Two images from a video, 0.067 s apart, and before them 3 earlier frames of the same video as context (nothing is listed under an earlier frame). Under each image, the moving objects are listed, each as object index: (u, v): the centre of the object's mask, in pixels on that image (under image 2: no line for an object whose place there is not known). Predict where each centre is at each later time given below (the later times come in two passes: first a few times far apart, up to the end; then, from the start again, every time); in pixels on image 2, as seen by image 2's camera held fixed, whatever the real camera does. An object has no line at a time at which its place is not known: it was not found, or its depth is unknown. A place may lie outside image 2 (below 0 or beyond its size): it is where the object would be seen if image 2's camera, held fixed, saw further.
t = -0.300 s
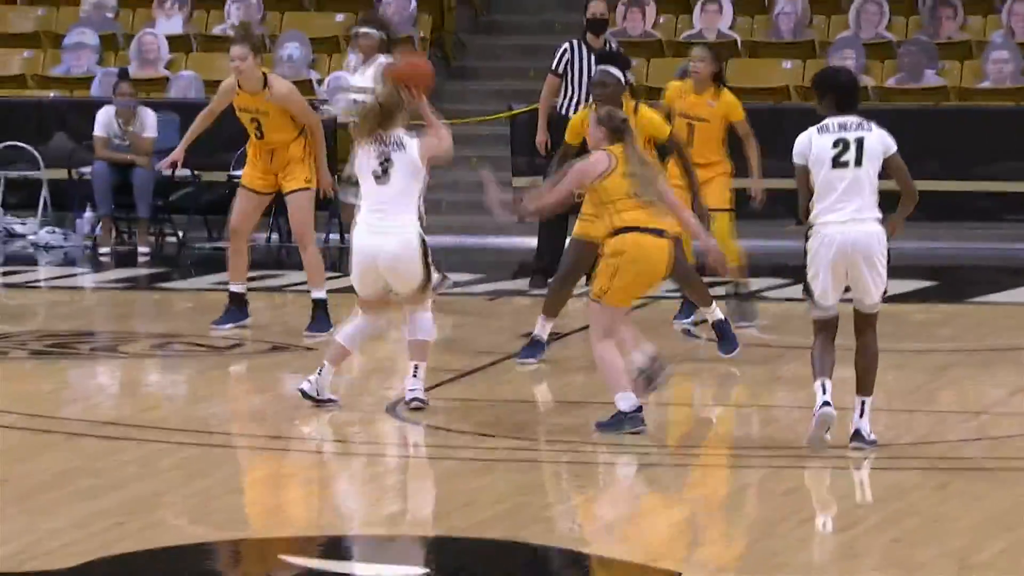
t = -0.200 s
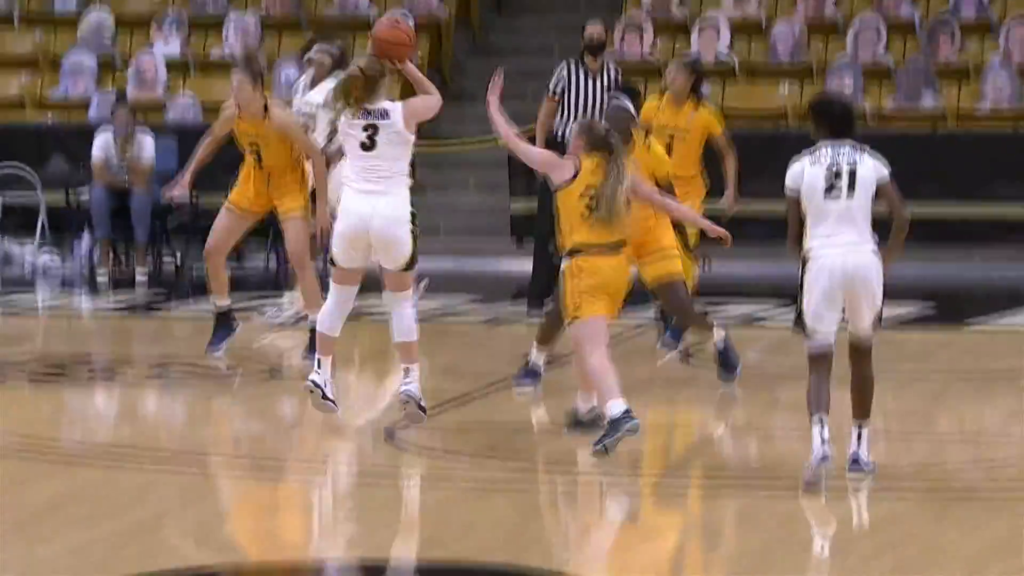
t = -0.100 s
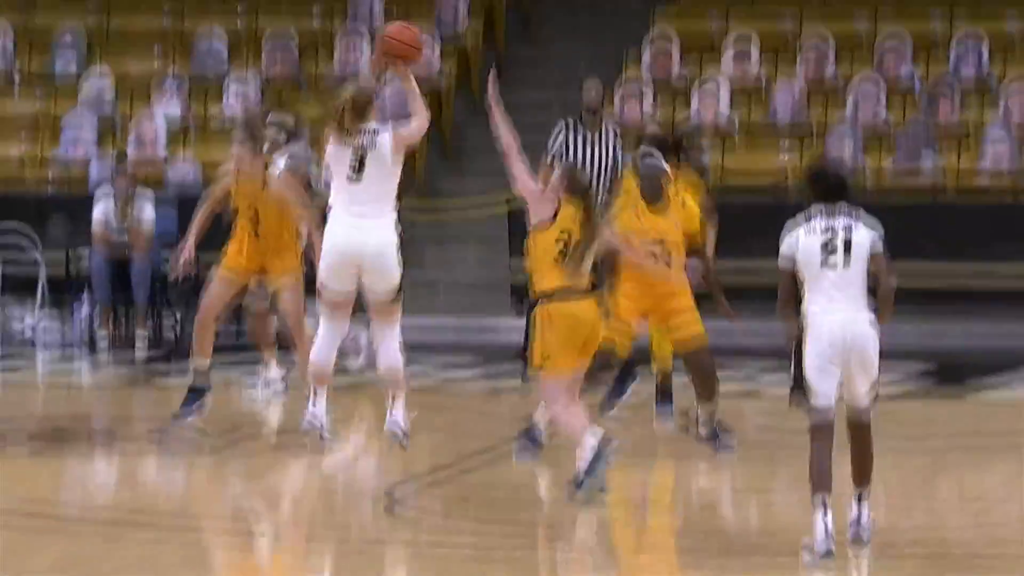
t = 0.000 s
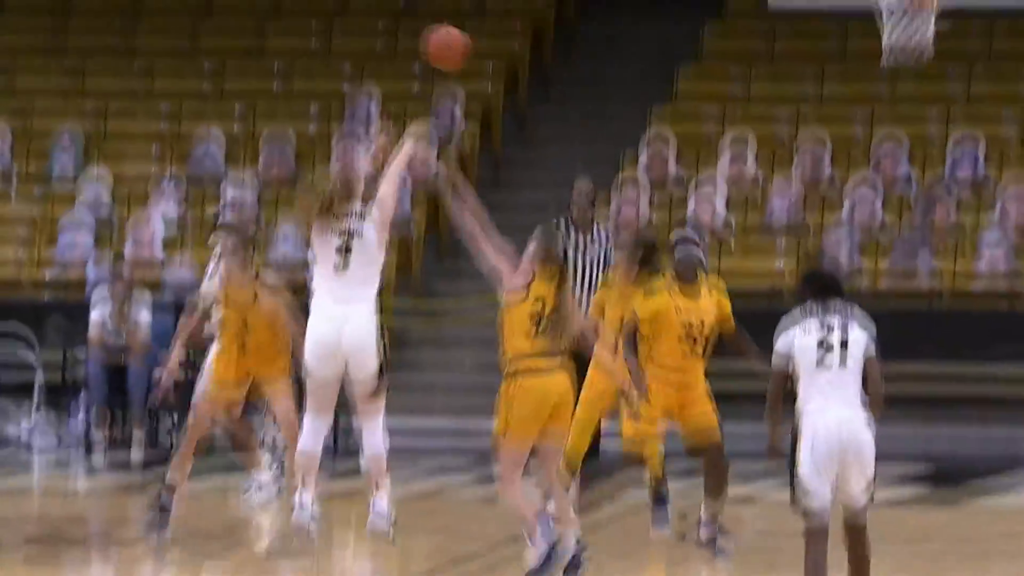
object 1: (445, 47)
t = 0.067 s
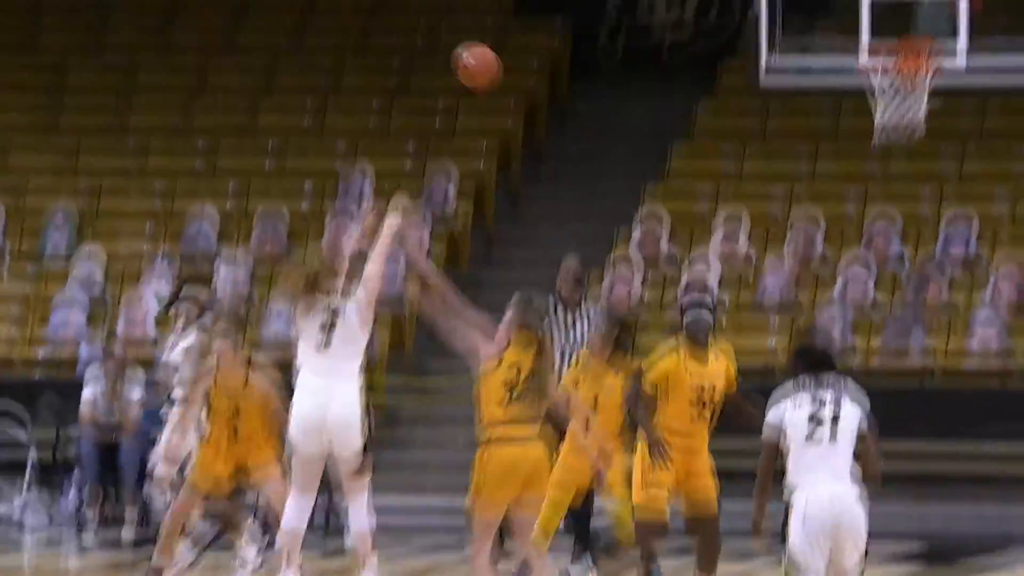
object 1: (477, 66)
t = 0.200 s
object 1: (551, -24)
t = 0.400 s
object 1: (654, -88)
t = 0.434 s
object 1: (671, -92)
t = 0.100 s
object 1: (496, 40)
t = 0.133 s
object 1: (515, 16)
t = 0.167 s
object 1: (532, -5)
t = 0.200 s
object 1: (551, -24)
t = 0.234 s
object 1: (569, -40)
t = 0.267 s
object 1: (587, -54)
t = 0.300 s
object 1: (604, -66)
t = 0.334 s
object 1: (621, -75)
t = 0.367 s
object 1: (637, -82)
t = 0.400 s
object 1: (654, -88)
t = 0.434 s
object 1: (671, -92)
